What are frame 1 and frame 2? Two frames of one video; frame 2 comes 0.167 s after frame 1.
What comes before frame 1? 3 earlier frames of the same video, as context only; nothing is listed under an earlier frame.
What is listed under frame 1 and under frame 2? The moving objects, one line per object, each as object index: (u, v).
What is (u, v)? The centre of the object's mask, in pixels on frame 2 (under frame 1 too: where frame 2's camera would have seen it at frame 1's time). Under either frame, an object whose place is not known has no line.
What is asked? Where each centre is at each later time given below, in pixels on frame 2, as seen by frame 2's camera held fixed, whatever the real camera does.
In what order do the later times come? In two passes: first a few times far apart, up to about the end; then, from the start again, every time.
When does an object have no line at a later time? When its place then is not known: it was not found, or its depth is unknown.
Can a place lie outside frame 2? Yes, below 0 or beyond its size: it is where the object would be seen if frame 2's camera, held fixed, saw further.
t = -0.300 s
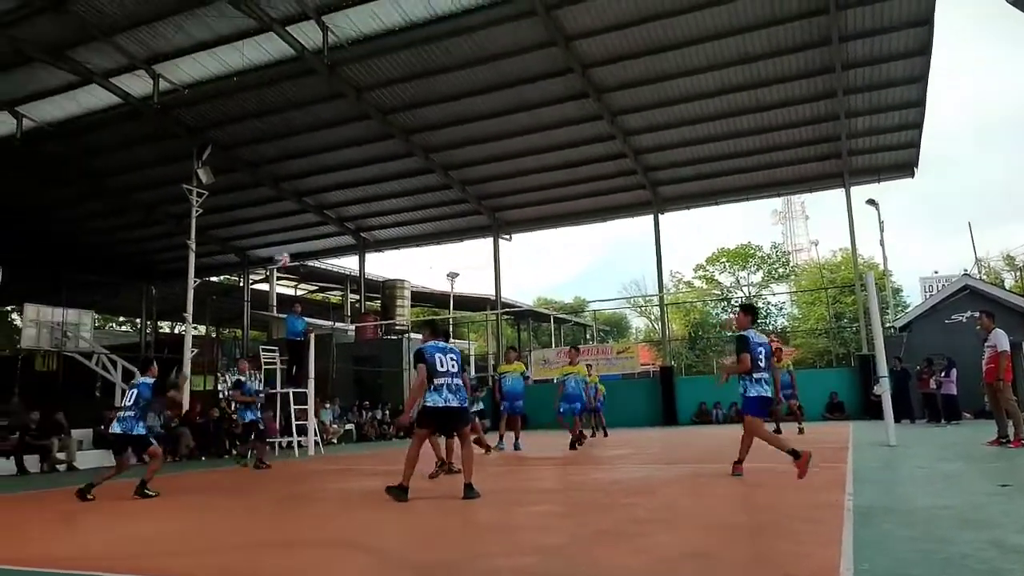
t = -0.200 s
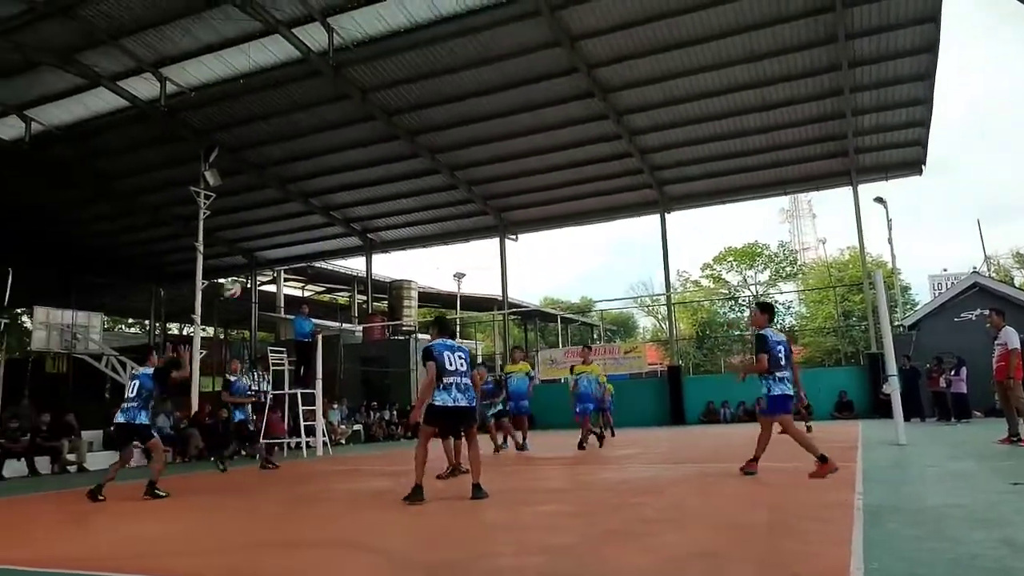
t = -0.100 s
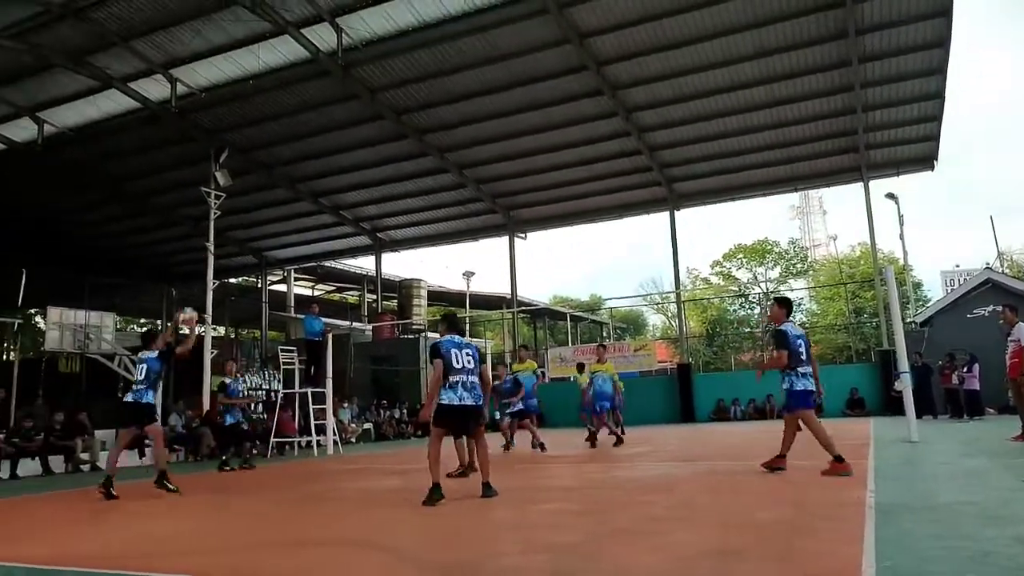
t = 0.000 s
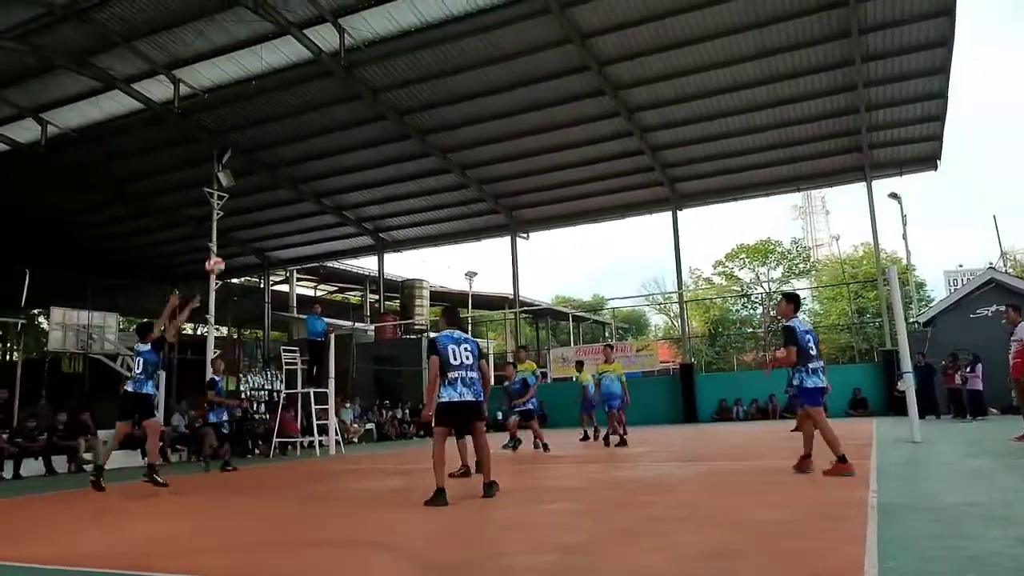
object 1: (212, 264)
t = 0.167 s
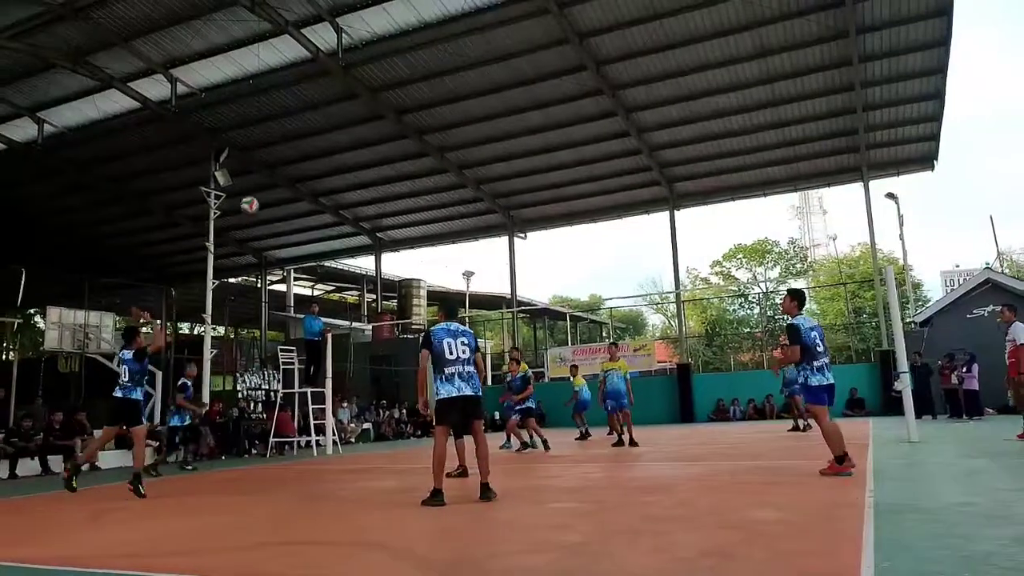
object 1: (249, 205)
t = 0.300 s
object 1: (276, 175)
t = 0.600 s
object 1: (326, 164)
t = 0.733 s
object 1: (346, 177)
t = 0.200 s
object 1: (256, 195)
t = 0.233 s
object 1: (263, 188)
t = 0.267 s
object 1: (269, 181)
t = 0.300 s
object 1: (276, 175)
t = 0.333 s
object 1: (282, 171)
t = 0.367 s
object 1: (287, 167)
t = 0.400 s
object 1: (294, 165)
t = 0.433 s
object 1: (299, 163)
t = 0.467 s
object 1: (304, 162)
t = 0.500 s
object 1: (310, 161)
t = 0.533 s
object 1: (315, 161)
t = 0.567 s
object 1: (321, 162)
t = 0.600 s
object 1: (326, 164)
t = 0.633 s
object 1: (331, 166)
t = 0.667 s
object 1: (336, 169)
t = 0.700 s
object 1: (341, 173)
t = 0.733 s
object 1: (346, 177)
